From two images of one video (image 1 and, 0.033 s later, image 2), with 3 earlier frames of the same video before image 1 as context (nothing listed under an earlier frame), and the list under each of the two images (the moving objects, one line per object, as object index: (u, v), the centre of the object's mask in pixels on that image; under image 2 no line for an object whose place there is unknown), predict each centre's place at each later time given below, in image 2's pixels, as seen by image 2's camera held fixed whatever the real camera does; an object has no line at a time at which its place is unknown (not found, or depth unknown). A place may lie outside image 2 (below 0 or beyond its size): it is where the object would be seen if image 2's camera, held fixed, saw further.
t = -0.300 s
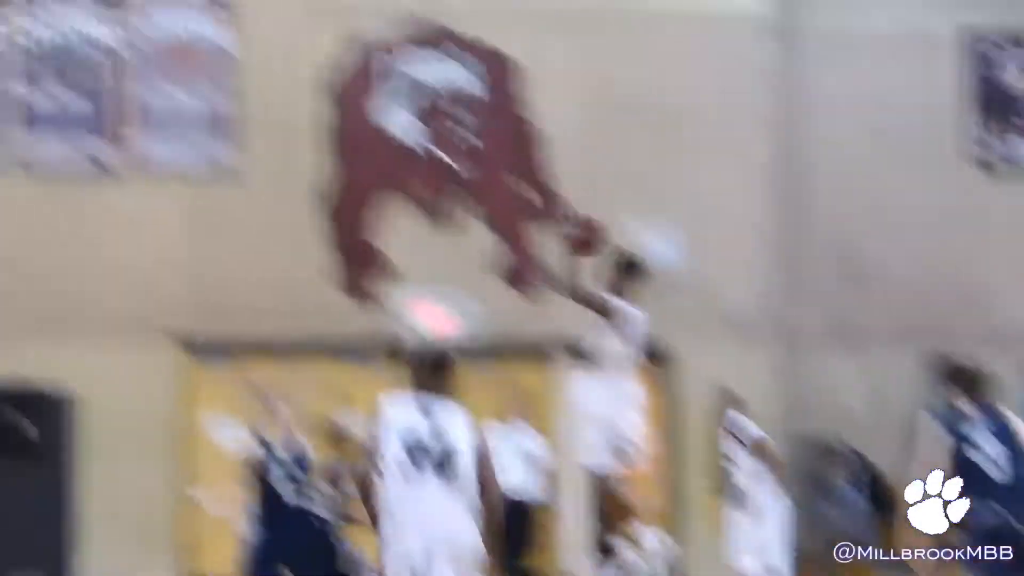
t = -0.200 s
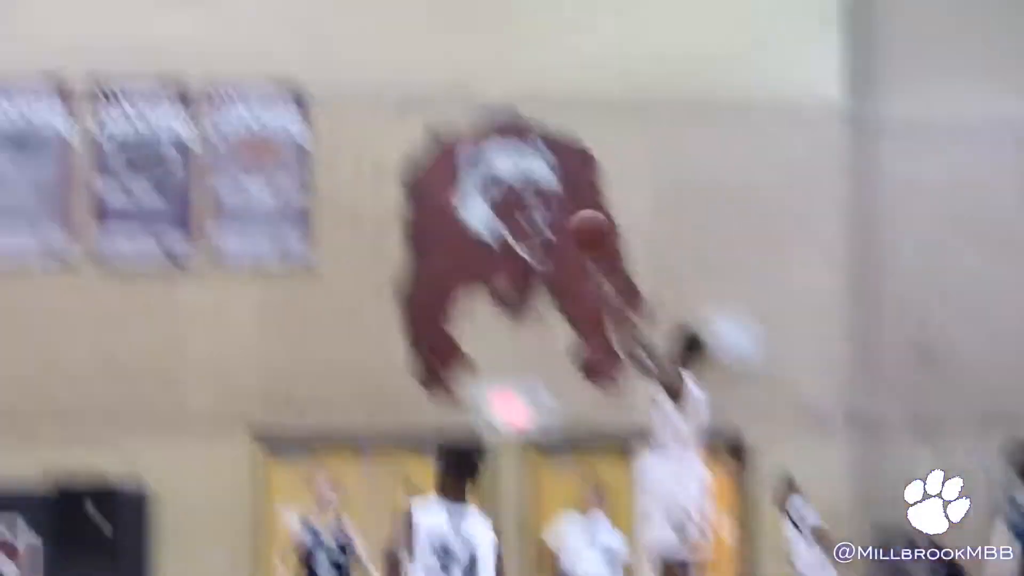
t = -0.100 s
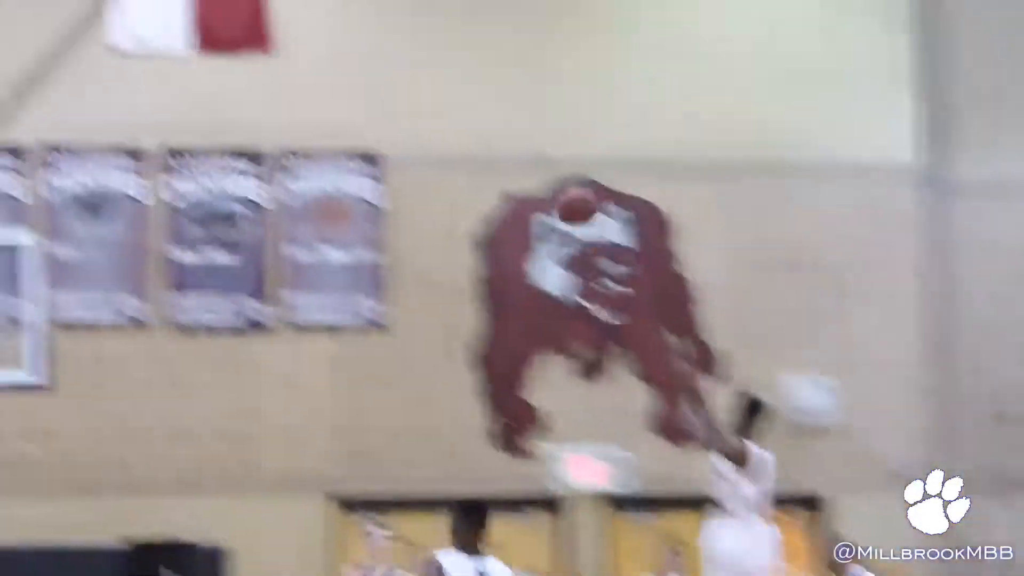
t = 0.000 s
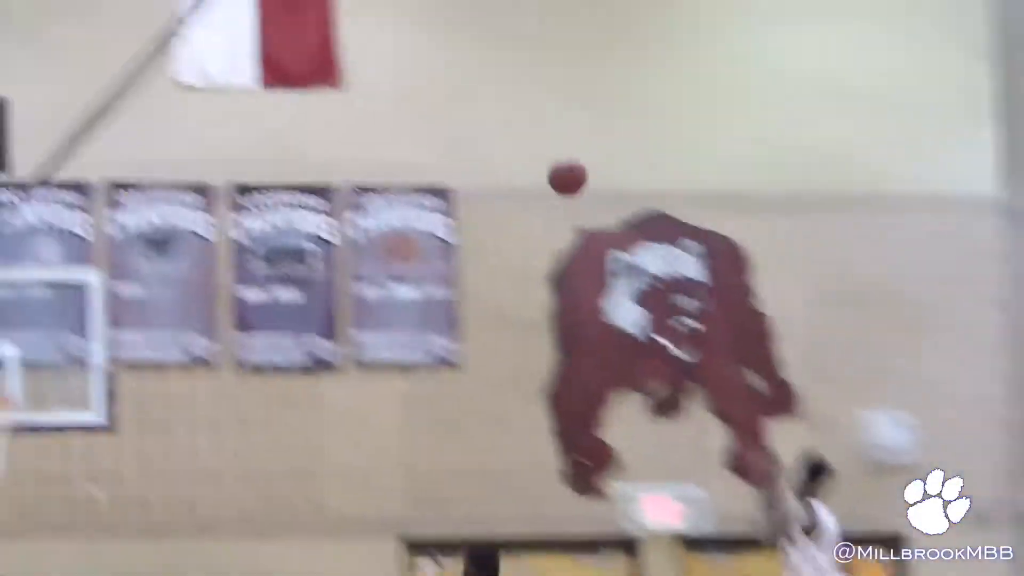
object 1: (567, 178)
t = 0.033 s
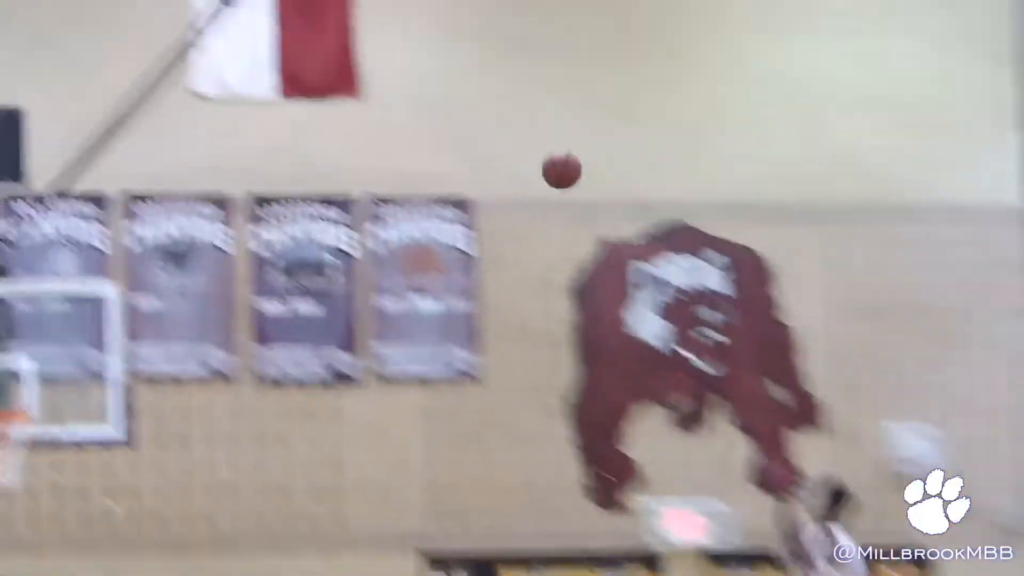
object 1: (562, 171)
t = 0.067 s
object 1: (535, 156)
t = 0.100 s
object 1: (509, 144)
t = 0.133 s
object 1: (484, 133)
